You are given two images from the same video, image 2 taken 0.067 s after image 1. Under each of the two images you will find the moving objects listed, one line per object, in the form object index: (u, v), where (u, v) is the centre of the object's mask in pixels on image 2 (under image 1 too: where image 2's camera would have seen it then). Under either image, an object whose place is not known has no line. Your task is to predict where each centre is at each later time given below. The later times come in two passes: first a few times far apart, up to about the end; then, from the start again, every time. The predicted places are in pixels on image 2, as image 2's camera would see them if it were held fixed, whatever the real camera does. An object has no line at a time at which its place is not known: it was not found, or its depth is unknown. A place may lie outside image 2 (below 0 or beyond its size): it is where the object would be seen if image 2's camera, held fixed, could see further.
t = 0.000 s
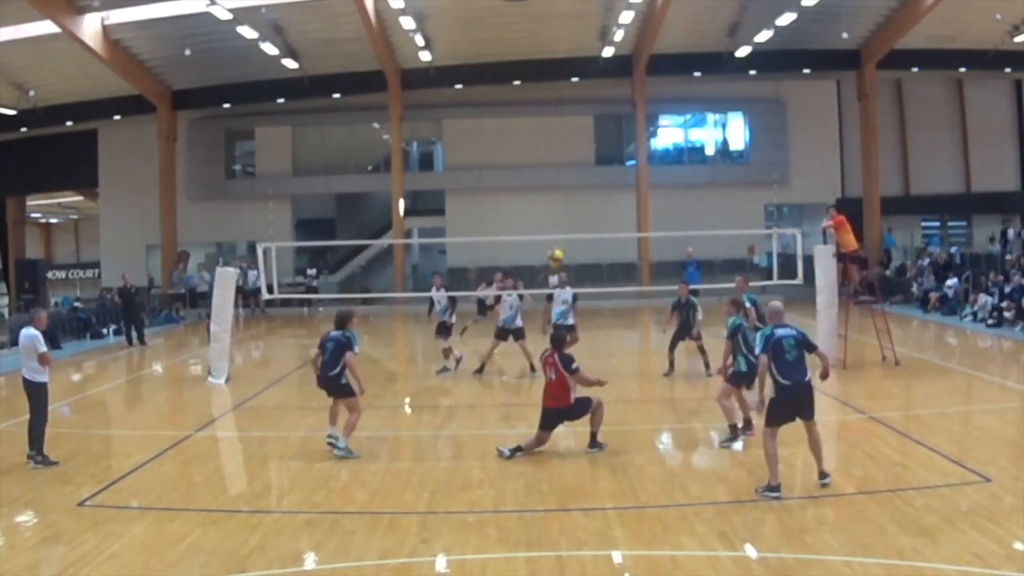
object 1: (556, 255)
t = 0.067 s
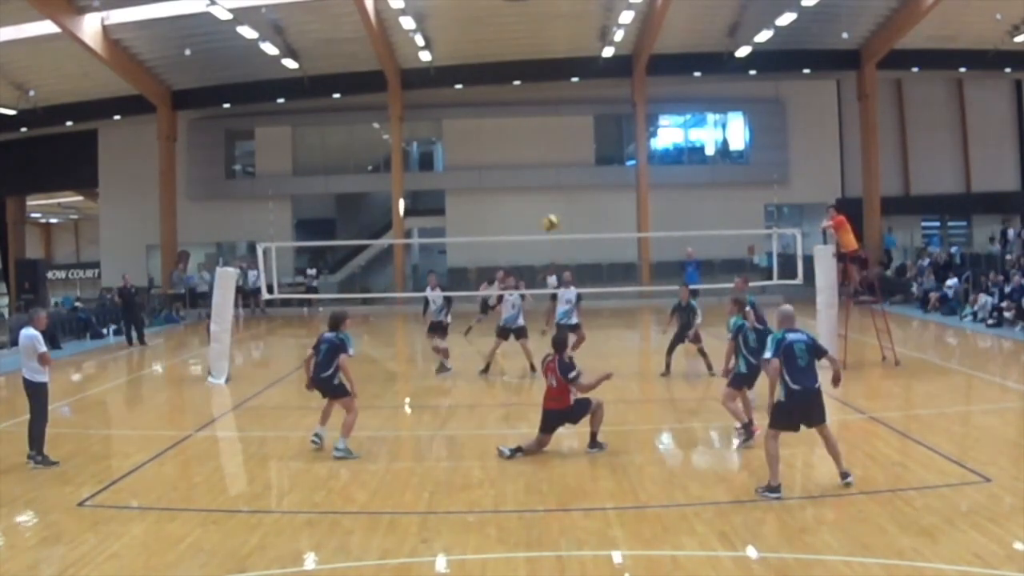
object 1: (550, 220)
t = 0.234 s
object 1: (539, 156)
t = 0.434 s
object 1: (528, 110)
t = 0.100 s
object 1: (549, 206)
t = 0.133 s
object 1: (545, 190)
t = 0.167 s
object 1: (544, 178)
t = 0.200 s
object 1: (541, 166)
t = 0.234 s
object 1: (539, 156)
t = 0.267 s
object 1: (537, 146)
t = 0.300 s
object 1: (536, 138)
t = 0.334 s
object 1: (533, 129)
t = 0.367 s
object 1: (533, 121)
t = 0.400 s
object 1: (530, 116)
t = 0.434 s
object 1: (528, 110)
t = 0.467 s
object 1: (527, 107)
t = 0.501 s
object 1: (526, 103)
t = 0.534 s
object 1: (524, 99)
